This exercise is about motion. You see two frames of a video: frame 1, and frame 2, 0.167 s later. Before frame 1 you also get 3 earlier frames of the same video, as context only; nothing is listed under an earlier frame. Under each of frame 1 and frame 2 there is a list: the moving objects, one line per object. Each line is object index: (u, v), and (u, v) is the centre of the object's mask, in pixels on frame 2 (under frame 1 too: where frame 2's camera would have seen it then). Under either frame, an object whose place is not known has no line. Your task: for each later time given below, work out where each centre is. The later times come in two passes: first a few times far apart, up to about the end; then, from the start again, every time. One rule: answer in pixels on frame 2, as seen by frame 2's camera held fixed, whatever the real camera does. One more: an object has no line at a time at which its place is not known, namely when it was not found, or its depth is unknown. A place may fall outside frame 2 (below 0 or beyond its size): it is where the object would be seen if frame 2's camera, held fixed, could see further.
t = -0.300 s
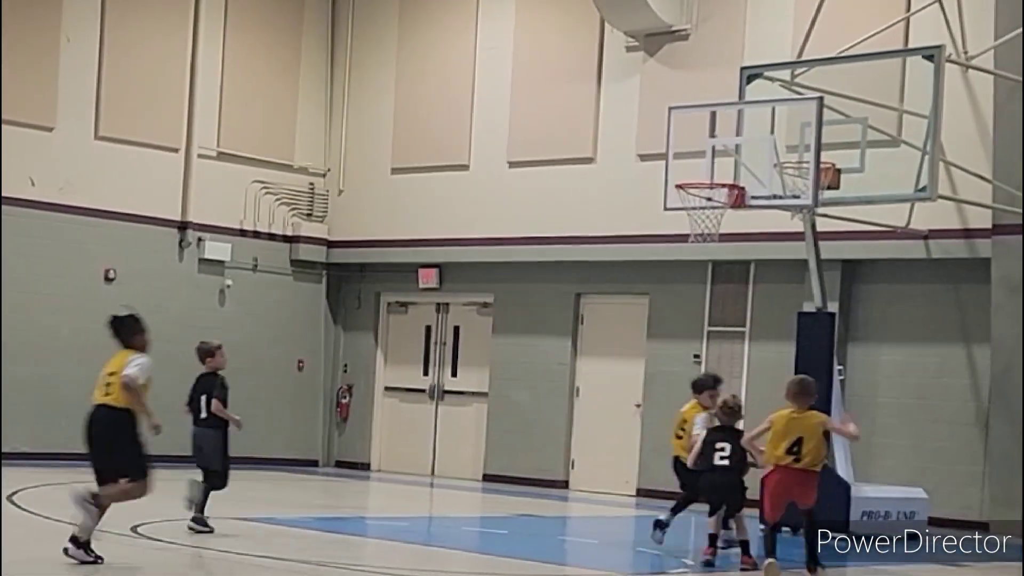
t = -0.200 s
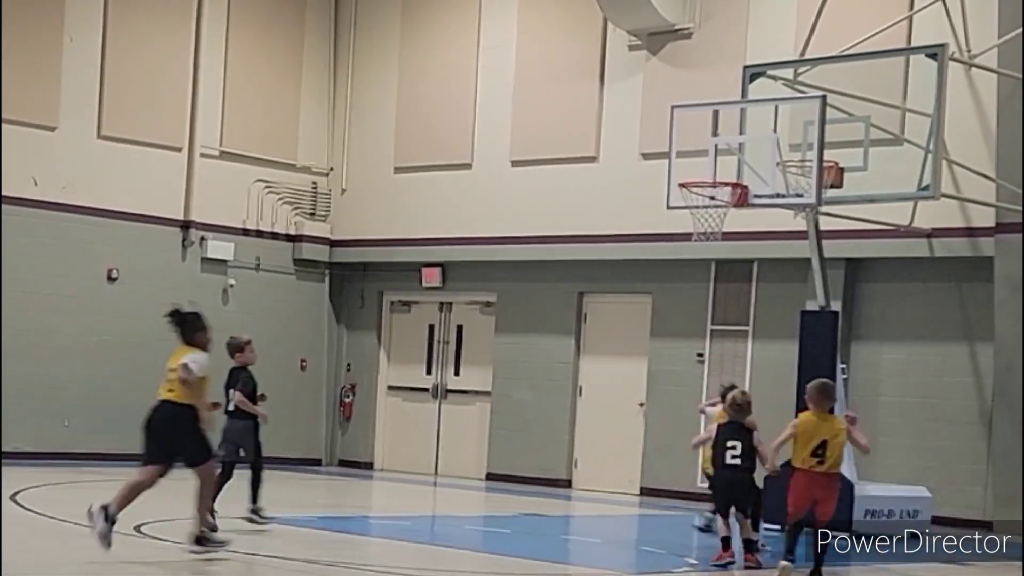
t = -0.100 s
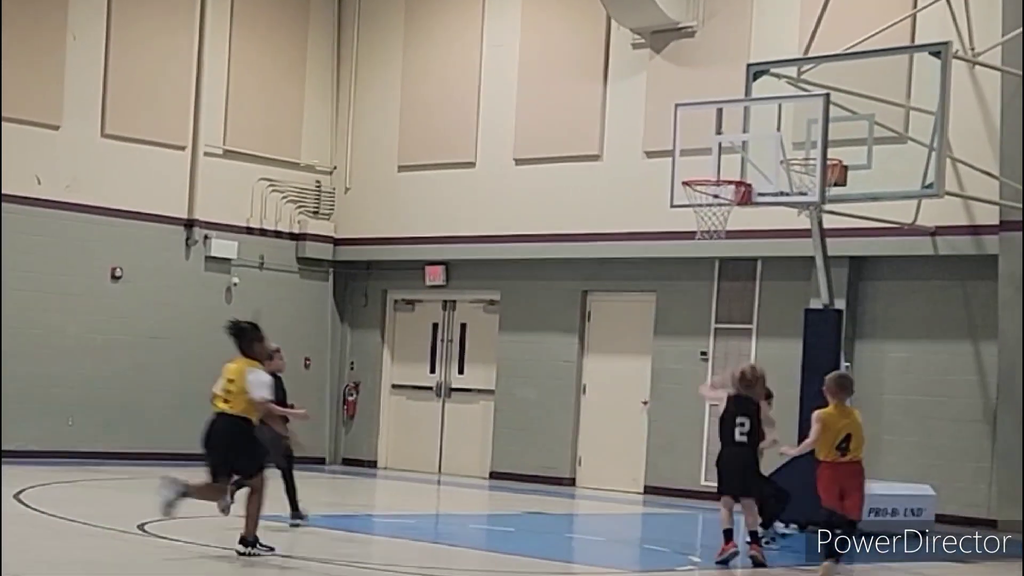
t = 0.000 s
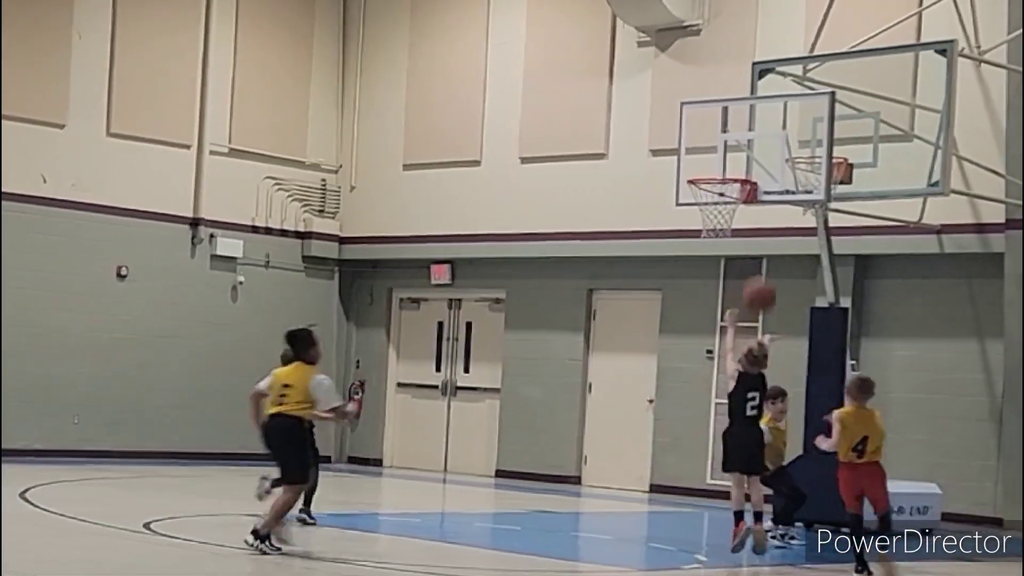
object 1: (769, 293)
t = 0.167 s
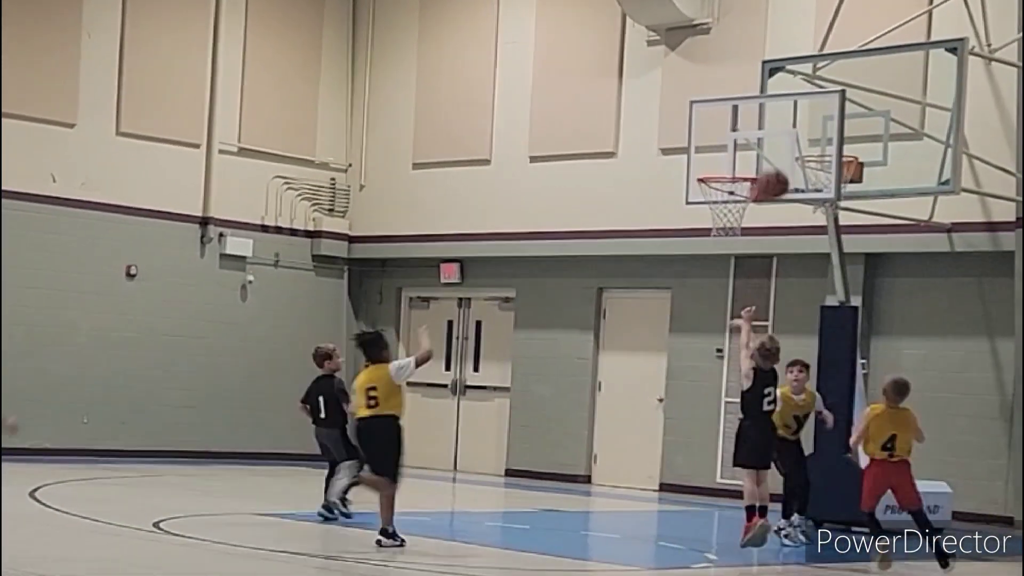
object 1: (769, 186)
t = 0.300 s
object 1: (773, 130)
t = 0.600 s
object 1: (769, 105)
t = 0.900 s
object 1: (736, 176)
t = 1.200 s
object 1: (713, 206)
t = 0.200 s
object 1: (773, 168)
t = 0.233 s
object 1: (772, 153)
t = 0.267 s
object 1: (773, 141)
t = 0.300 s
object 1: (773, 130)
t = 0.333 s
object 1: (773, 120)
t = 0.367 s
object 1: (773, 113)
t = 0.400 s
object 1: (773, 108)
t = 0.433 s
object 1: (773, 103)
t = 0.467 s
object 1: (772, 101)
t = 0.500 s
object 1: (772, 100)
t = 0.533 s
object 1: (771, 100)
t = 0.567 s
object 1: (770, 102)
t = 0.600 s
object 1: (769, 105)
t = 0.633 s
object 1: (768, 109)
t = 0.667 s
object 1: (767, 115)
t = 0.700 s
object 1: (766, 122)
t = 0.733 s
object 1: (765, 131)
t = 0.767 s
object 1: (763, 141)
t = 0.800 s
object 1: (759, 150)
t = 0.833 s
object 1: (751, 158)
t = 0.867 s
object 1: (744, 167)
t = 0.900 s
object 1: (736, 176)
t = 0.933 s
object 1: (728, 185)
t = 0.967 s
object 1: (719, 195)
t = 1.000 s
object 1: (712, 204)
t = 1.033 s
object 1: (707, 208)
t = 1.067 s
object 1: (705, 208)
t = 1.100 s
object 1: (706, 207)
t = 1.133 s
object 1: (707, 206)
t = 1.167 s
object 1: (710, 205)
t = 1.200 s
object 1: (713, 206)
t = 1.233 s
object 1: (716, 208)
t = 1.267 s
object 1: (720, 210)
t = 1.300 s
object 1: (723, 214)
